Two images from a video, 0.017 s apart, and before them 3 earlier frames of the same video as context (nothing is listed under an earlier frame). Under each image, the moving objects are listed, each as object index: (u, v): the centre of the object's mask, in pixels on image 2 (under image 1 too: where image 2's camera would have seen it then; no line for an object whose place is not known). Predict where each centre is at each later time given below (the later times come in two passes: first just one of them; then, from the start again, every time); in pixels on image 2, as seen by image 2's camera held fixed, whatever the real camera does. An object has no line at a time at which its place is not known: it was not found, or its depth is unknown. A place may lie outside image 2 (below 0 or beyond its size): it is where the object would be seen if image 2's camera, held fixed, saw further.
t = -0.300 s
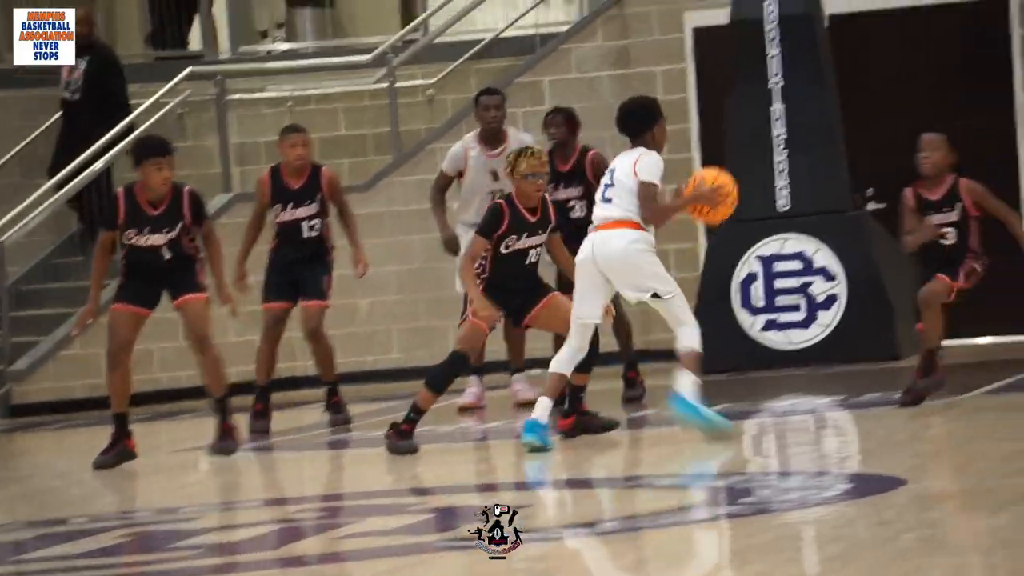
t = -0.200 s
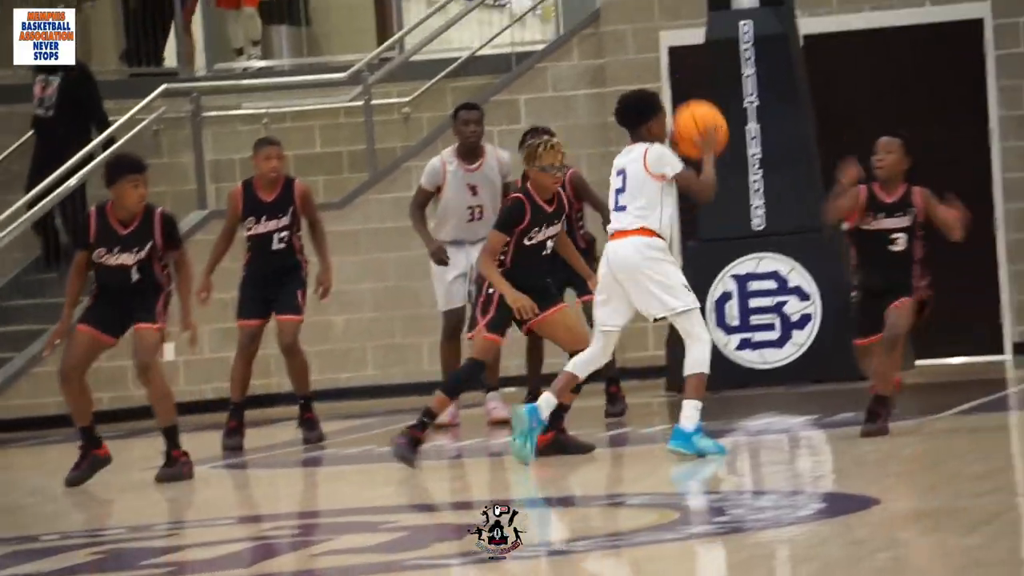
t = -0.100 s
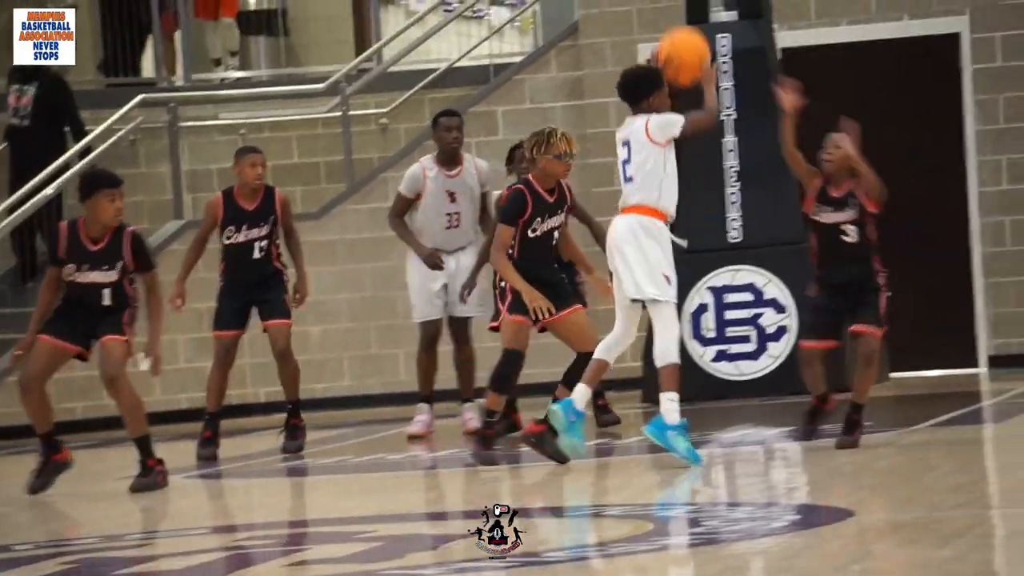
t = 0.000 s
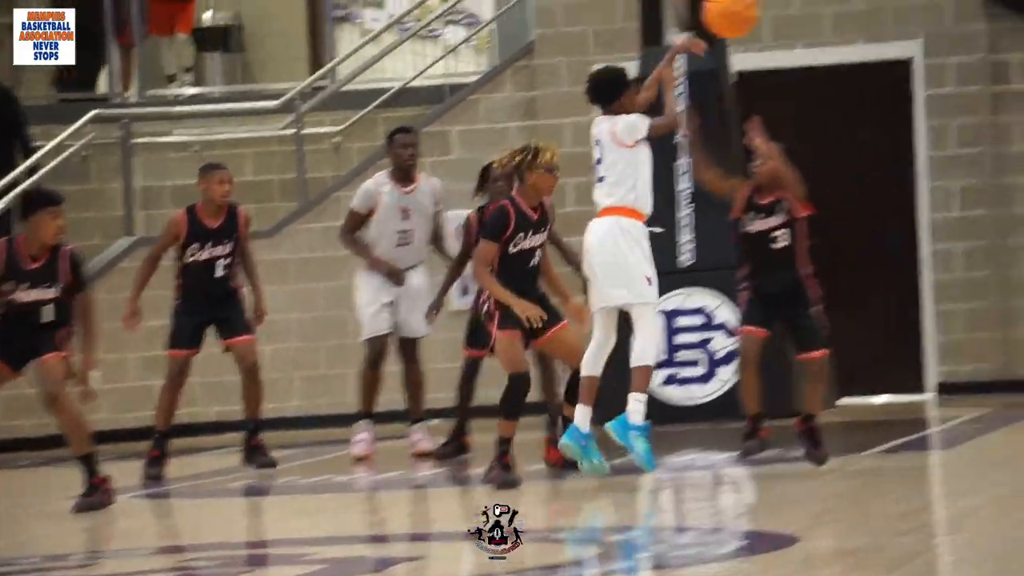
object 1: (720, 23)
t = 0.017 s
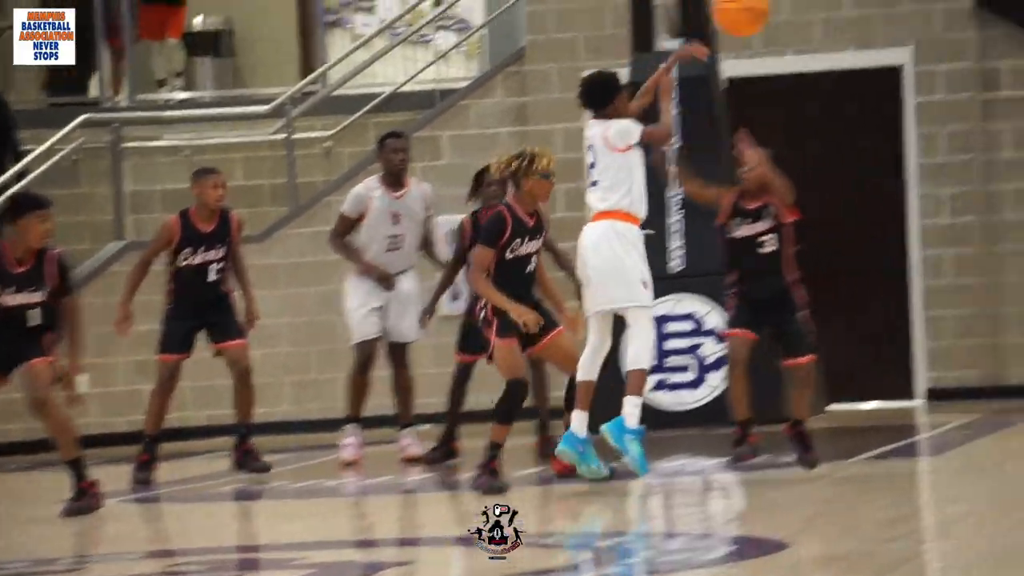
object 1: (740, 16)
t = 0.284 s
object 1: (1069, -39)
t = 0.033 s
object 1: (761, 9)
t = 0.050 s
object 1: (782, 3)
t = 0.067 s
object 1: (804, -4)
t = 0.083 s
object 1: (825, -12)
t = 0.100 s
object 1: (845, -20)
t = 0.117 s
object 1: (865, -26)
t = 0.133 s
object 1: (886, -31)
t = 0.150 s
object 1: (906, -34)
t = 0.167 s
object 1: (927, -38)
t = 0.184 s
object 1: (947, -40)
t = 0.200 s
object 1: (968, -42)
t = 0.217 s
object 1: (988, -42)
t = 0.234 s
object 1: (1009, -42)
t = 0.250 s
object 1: (1029, -42)
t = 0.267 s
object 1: (1049, -40)
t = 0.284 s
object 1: (1069, -39)
